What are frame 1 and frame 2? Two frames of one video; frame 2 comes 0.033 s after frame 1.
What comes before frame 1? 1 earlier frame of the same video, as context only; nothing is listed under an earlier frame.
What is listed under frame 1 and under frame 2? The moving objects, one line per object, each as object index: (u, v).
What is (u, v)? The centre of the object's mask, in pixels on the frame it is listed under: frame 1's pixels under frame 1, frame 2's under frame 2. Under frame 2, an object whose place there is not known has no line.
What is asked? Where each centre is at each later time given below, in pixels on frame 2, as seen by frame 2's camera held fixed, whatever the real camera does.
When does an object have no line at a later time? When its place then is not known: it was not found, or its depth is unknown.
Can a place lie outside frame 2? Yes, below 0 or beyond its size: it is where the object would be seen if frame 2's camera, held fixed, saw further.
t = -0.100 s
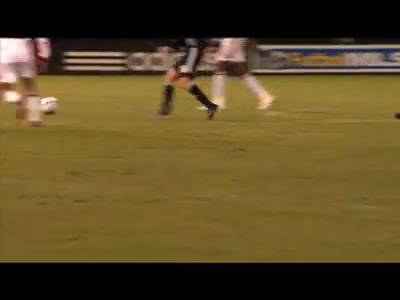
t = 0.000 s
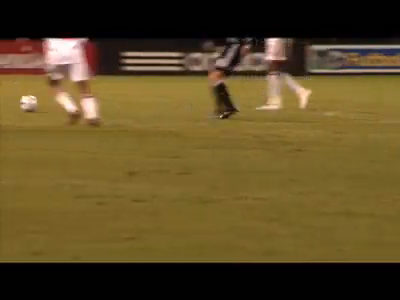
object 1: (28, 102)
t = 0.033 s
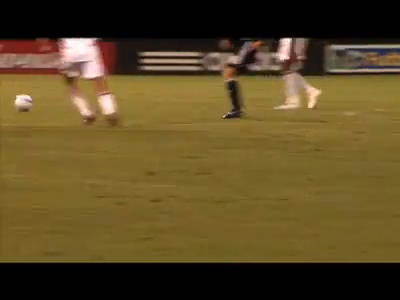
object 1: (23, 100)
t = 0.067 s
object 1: (-2, 101)
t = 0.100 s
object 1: (-28, 96)
